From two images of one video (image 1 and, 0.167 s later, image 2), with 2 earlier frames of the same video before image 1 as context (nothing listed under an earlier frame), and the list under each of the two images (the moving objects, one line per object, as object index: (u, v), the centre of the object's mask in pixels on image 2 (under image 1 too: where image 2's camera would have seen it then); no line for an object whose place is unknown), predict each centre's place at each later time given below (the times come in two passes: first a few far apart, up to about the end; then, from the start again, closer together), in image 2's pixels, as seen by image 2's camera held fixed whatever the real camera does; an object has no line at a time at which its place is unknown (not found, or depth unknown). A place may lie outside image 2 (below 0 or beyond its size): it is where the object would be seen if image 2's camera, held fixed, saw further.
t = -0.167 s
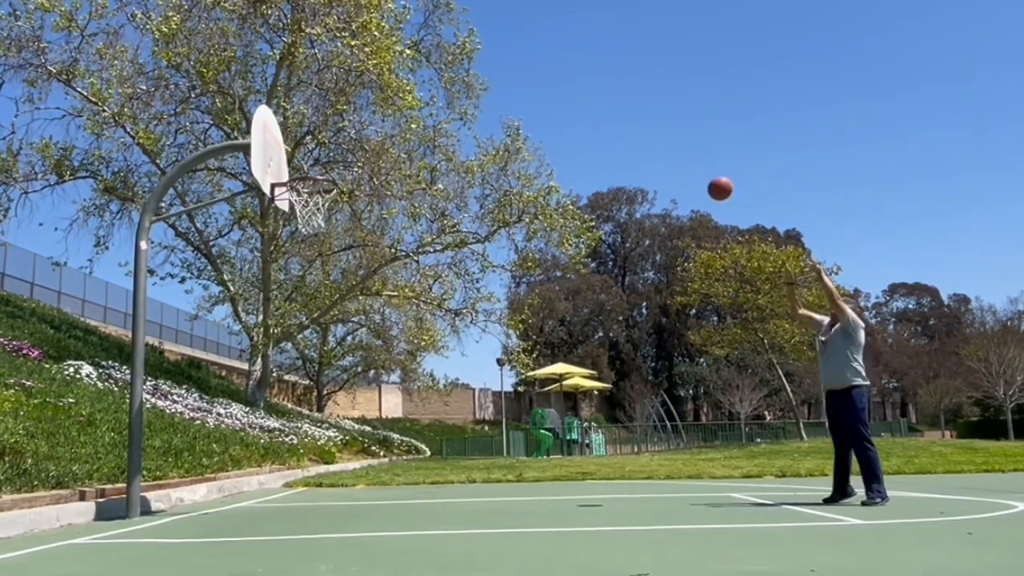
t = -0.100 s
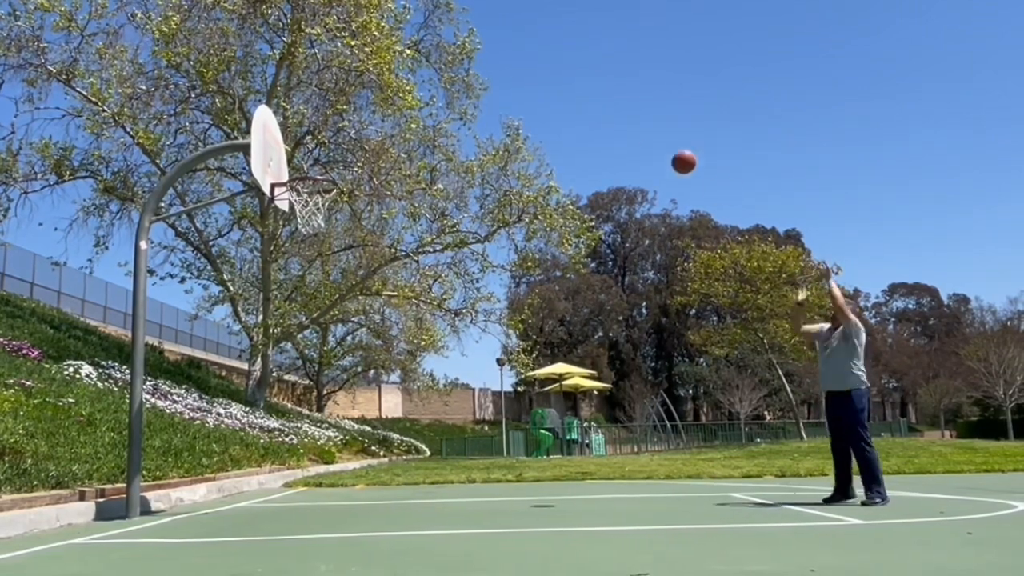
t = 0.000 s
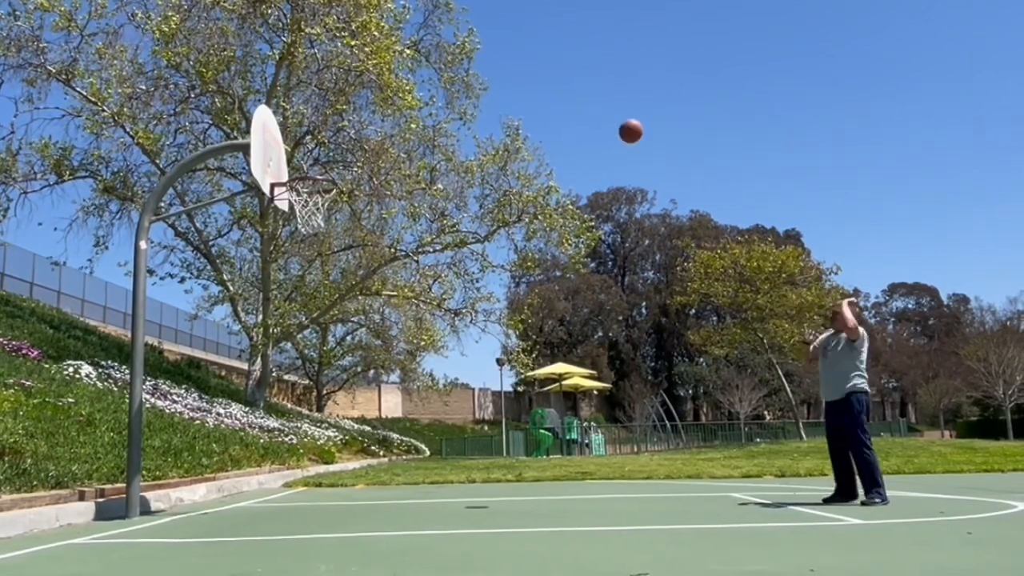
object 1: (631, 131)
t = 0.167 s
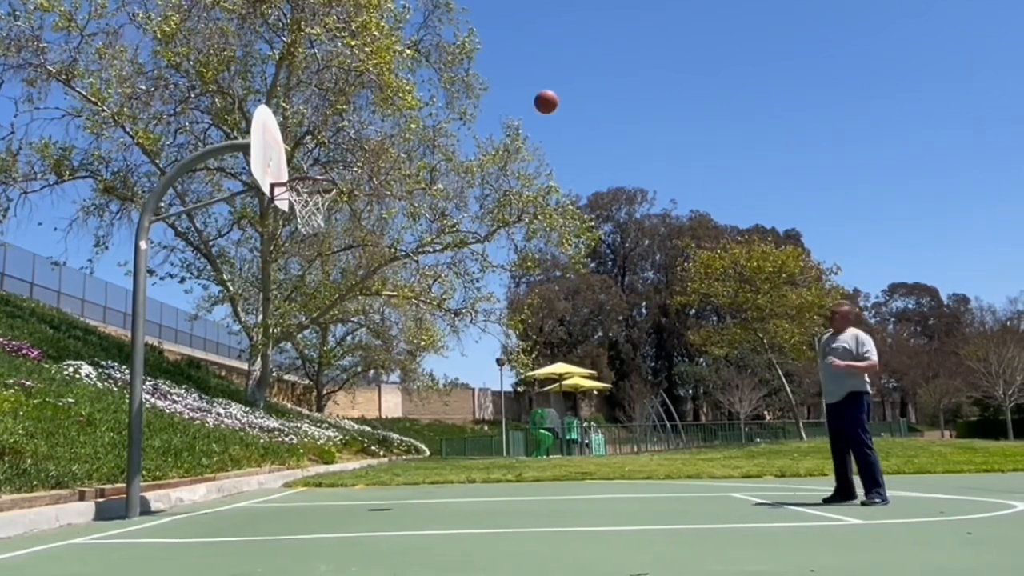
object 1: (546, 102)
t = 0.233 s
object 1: (513, 98)
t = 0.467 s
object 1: (401, 116)
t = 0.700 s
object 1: (303, 180)
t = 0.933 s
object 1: (300, 153)
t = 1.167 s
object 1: (373, 183)
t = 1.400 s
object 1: (446, 270)
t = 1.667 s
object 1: (534, 443)
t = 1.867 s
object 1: (576, 410)
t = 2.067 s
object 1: (604, 312)
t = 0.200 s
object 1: (530, 99)
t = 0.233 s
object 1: (513, 98)
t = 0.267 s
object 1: (497, 97)
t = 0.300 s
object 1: (481, 97)
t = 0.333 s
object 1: (465, 99)
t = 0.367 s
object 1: (449, 102)
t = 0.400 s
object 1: (433, 105)
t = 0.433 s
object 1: (418, 111)
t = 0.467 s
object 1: (401, 116)
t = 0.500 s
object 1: (385, 123)
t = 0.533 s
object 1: (369, 131)
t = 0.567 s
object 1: (353, 140)
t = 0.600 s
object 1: (337, 149)
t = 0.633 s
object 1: (322, 160)
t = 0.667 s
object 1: (305, 172)
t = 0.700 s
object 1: (303, 180)
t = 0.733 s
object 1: (322, 181)
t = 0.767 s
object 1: (319, 172)
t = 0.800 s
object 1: (307, 167)
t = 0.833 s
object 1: (295, 160)
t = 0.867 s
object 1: (283, 154)
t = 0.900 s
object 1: (290, 153)
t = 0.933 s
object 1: (300, 153)
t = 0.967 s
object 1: (311, 154)
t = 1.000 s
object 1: (321, 156)
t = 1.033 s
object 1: (332, 159)
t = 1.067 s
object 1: (343, 164)
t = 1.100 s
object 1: (352, 168)
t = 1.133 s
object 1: (363, 176)
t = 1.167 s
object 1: (373, 183)
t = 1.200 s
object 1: (384, 192)
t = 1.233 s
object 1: (394, 202)
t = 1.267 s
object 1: (404, 213)
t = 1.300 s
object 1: (415, 226)
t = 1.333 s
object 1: (425, 239)
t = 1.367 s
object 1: (435, 254)
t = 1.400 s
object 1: (446, 270)
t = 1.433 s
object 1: (457, 287)
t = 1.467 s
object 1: (467, 306)
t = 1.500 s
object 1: (478, 325)
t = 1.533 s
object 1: (489, 346)
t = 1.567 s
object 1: (500, 368)
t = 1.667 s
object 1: (534, 443)
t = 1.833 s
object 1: (570, 430)
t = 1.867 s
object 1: (576, 410)
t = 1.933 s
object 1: (584, 371)
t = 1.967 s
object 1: (589, 354)
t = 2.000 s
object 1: (594, 338)
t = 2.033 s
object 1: (599, 325)
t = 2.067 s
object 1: (604, 312)
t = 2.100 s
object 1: (607, 300)
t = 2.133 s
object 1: (612, 289)
